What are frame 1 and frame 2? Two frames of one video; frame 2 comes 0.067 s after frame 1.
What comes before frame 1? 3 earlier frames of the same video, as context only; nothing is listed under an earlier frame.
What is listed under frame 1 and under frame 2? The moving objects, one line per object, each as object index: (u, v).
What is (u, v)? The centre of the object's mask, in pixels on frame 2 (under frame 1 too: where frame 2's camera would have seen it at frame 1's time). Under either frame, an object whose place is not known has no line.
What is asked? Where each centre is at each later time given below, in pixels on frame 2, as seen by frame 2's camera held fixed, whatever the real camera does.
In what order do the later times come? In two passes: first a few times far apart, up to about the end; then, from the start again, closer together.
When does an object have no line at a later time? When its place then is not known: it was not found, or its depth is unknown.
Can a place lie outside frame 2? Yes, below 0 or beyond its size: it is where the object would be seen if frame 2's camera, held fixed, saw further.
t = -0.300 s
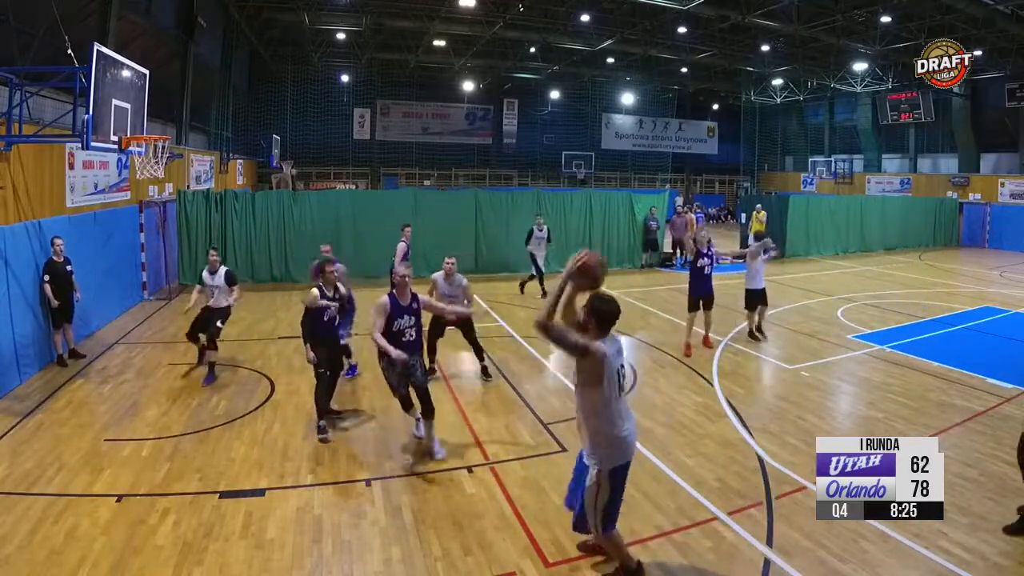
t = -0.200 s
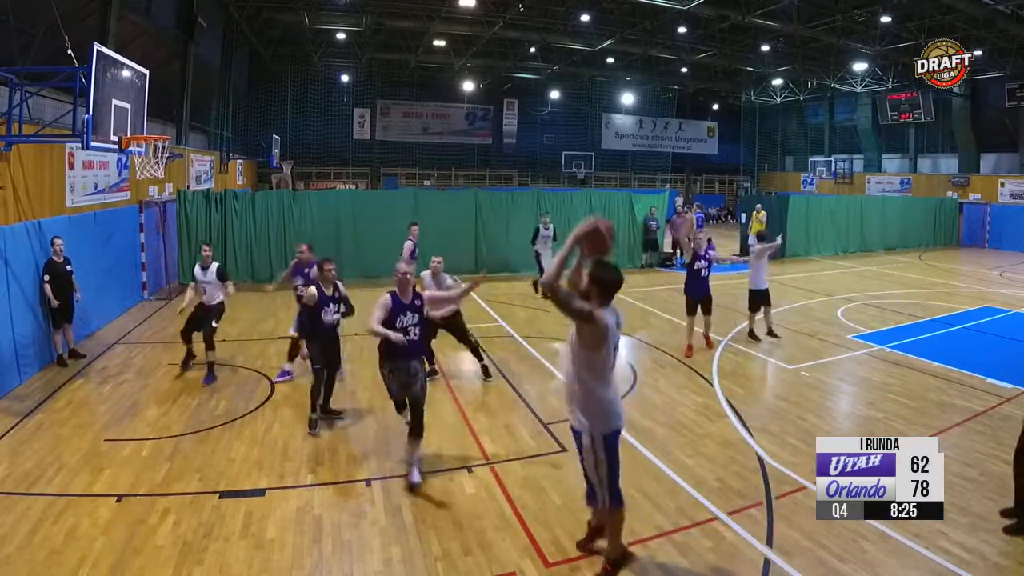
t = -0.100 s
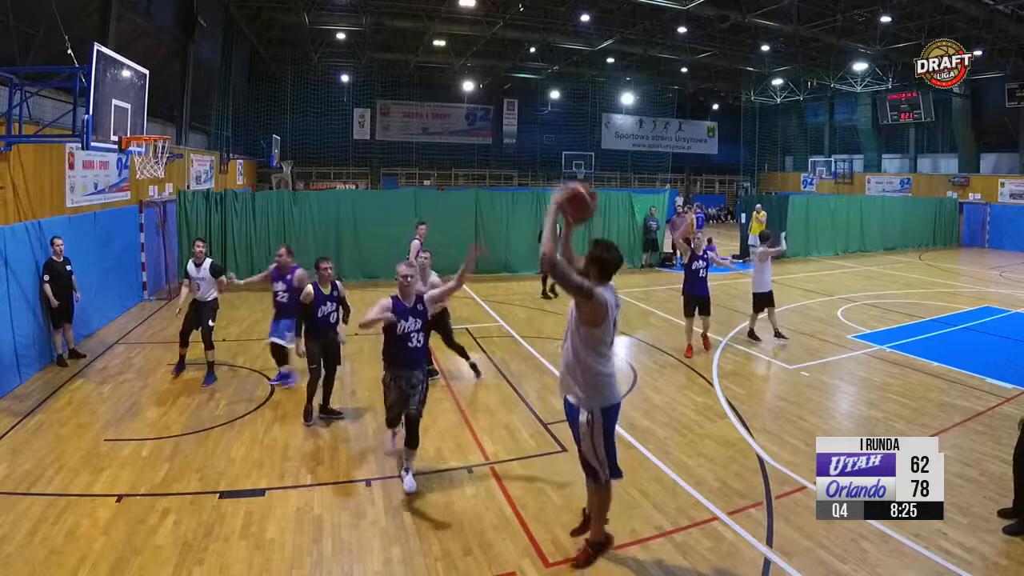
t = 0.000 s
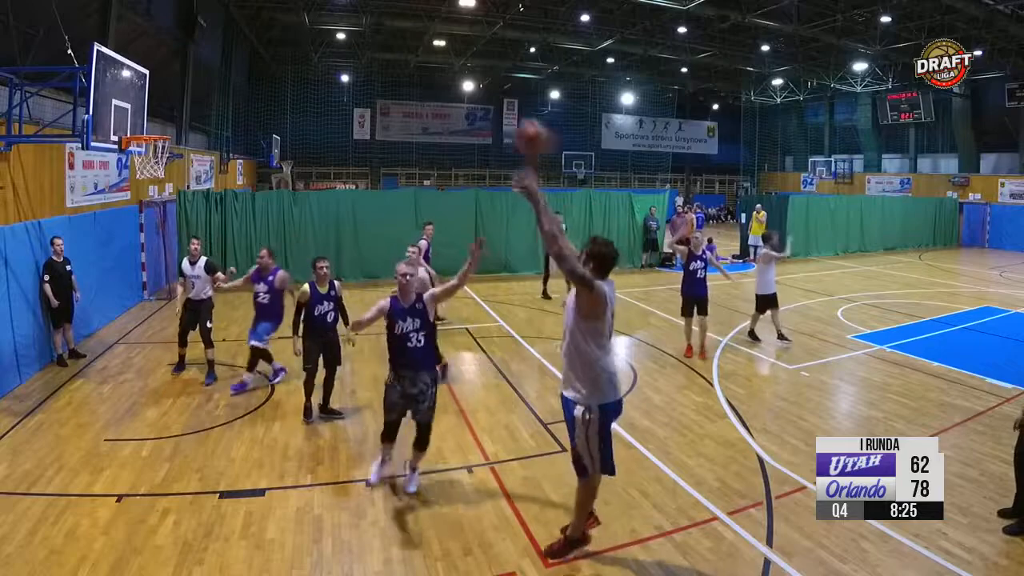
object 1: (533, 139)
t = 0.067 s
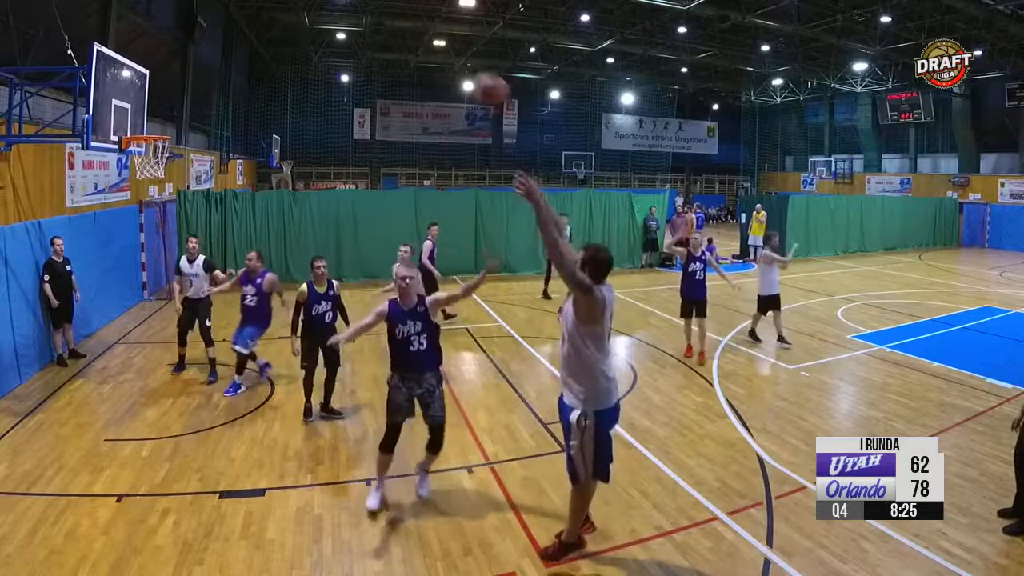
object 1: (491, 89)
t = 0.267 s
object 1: (386, 10)
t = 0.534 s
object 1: (283, 4)
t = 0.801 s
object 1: (208, 51)
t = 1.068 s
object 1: (149, 147)
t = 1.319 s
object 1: (103, 208)
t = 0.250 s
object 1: (392, 12)
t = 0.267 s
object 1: (386, 10)
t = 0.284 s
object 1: (378, 10)
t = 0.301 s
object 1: (371, 7)
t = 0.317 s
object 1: (367, 6)
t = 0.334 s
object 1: (365, 5)
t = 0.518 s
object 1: (289, 3)
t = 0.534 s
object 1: (283, 4)
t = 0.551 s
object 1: (279, 5)
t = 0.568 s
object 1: (275, 6)
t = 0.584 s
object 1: (268, 7)
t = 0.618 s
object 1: (257, 9)
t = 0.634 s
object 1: (252, 10)
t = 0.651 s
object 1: (247, 13)
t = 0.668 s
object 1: (242, 15)
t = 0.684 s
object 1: (238, 21)
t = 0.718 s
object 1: (229, 28)
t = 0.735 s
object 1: (224, 33)
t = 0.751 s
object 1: (219, 37)
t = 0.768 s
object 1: (216, 41)
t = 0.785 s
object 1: (213, 46)
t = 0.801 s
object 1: (208, 51)
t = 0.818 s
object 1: (203, 57)
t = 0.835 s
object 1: (200, 62)
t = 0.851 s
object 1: (195, 67)
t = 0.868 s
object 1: (191, 73)
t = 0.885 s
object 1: (188, 78)
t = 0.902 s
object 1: (183, 85)
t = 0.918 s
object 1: (180, 91)
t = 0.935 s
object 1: (176, 98)
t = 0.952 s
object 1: (173, 105)
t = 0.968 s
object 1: (170, 111)
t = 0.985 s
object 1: (167, 116)
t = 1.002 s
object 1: (164, 123)
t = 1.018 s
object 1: (161, 128)
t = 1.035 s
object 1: (159, 132)
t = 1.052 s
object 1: (152, 144)
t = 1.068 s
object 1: (149, 147)
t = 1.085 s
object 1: (146, 148)
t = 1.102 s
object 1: (139, 158)
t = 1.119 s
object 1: (136, 161)
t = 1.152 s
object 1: (130, 169)
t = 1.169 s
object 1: (126, 171)
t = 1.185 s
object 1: (122, 175)
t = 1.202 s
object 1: (120, 177)
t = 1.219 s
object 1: (119, 181)
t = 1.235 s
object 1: (117, 184)
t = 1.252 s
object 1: (113, 188)
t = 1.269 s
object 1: (110, 193)
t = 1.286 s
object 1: (108, 195)
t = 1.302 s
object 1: (106, 200)
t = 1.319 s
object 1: (103, 208)
